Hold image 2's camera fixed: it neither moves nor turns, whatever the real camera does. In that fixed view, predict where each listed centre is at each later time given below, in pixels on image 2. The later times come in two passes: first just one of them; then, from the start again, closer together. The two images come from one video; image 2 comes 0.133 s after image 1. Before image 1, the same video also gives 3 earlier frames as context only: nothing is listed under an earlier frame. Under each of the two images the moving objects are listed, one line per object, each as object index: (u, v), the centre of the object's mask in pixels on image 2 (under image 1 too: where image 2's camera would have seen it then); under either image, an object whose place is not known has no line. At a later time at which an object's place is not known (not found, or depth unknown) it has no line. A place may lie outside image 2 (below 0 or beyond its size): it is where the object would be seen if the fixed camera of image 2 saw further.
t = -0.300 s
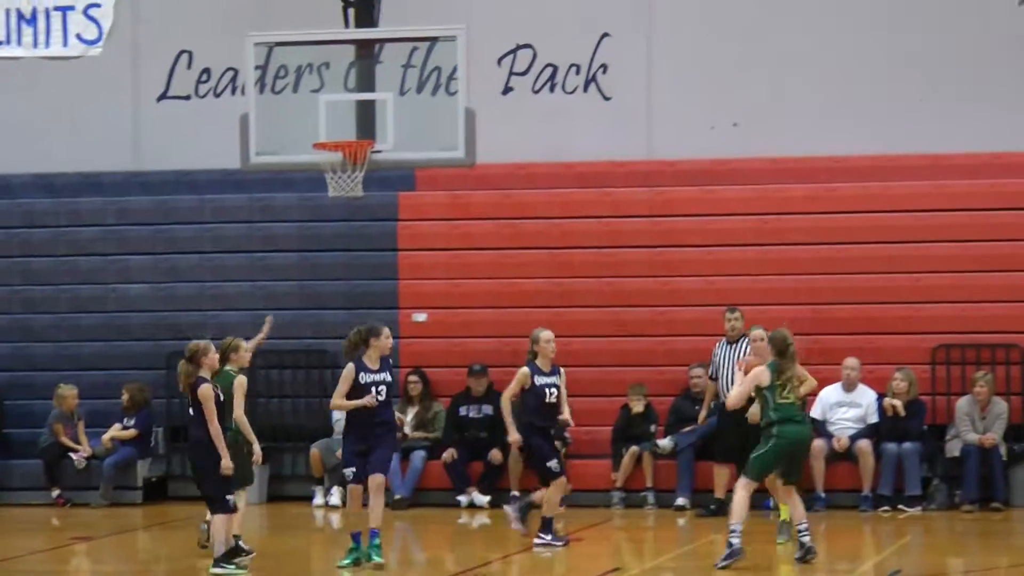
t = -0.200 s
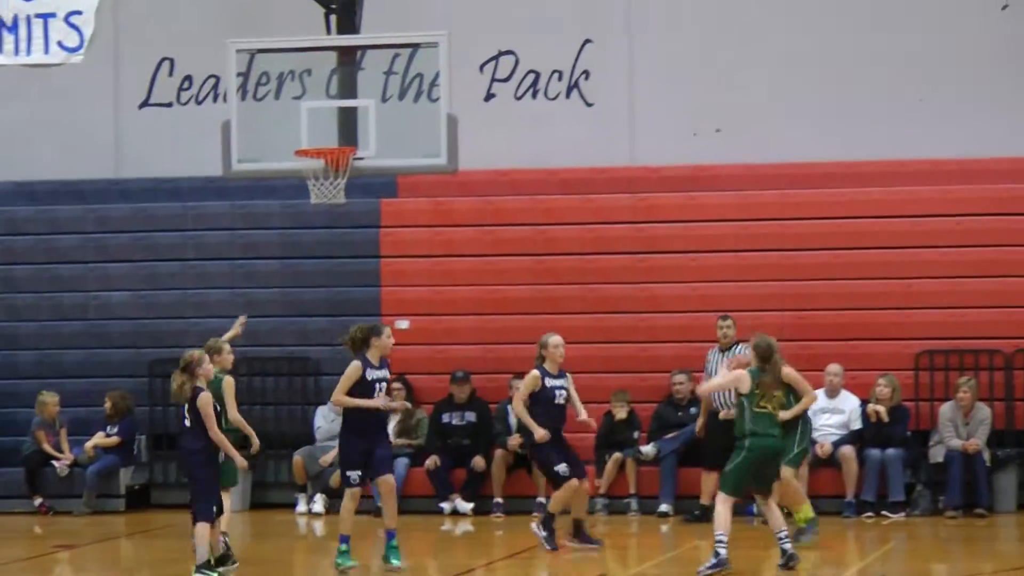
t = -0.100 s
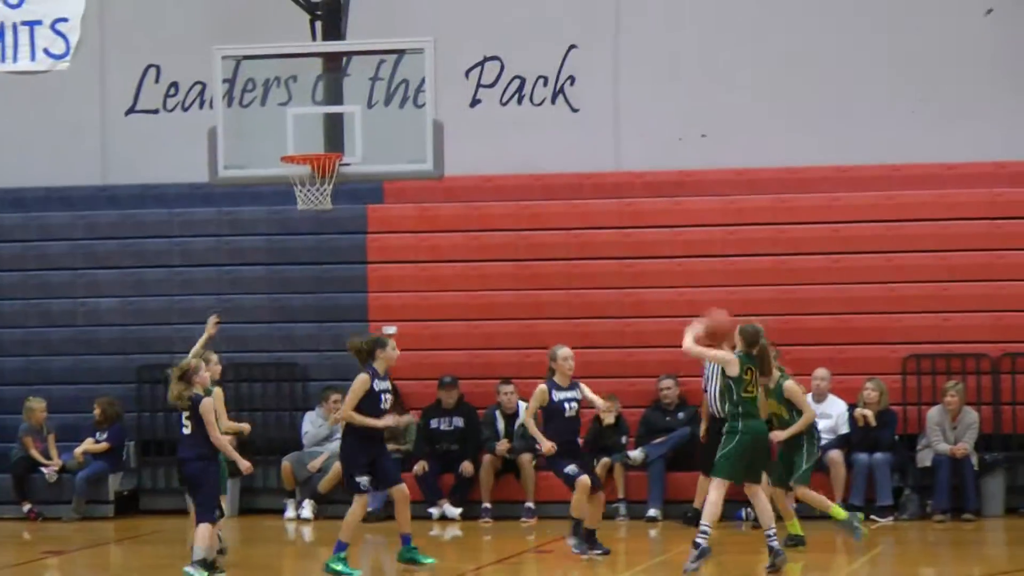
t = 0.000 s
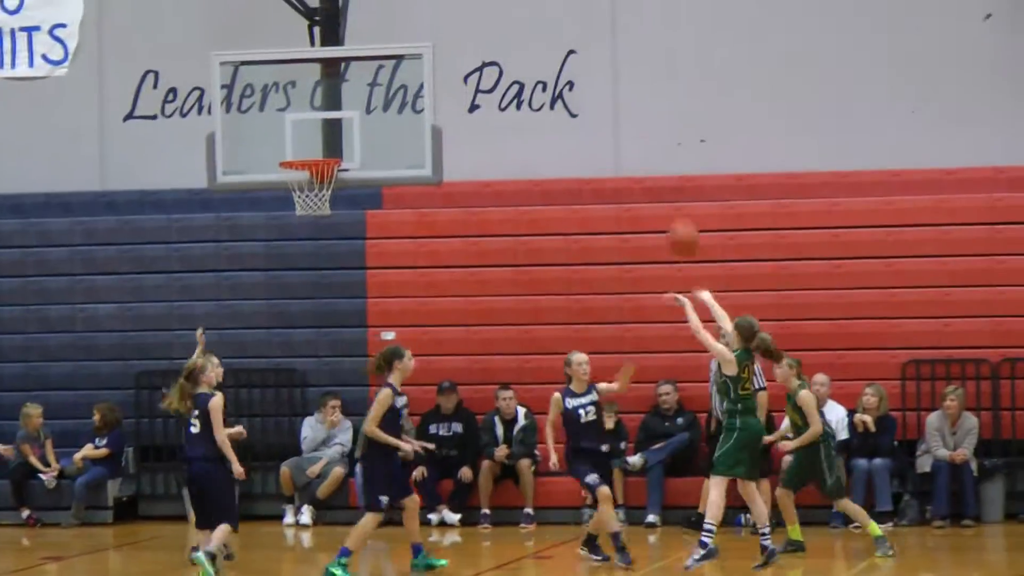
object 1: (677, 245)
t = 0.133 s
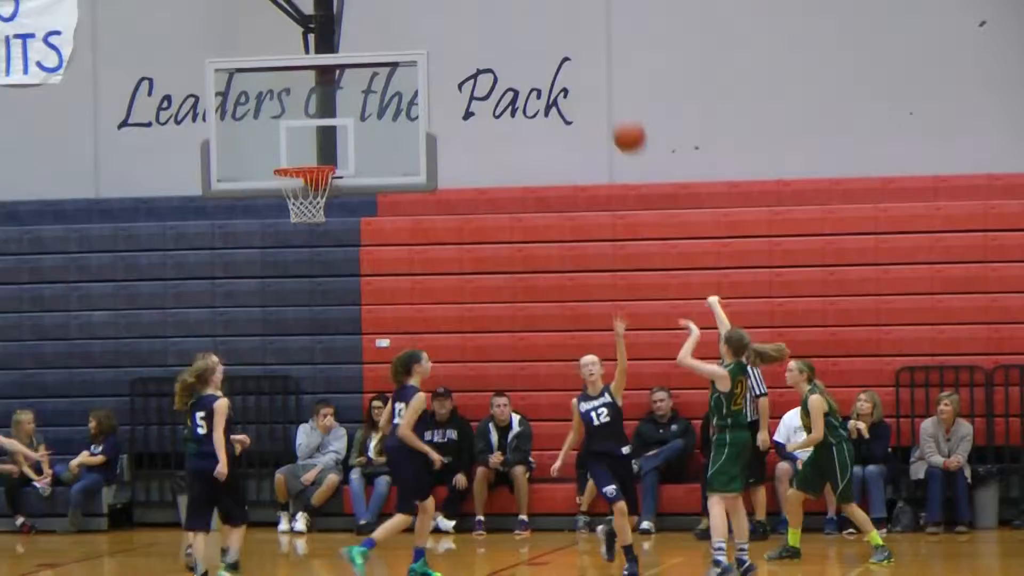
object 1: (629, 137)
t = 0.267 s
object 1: (583, 54)
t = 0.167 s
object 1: (617, 114)
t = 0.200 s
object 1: (606, 93)
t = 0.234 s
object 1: (595, 73)
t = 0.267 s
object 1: (583, 54)
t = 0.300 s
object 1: (572, 39)
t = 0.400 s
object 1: (540, 7)
